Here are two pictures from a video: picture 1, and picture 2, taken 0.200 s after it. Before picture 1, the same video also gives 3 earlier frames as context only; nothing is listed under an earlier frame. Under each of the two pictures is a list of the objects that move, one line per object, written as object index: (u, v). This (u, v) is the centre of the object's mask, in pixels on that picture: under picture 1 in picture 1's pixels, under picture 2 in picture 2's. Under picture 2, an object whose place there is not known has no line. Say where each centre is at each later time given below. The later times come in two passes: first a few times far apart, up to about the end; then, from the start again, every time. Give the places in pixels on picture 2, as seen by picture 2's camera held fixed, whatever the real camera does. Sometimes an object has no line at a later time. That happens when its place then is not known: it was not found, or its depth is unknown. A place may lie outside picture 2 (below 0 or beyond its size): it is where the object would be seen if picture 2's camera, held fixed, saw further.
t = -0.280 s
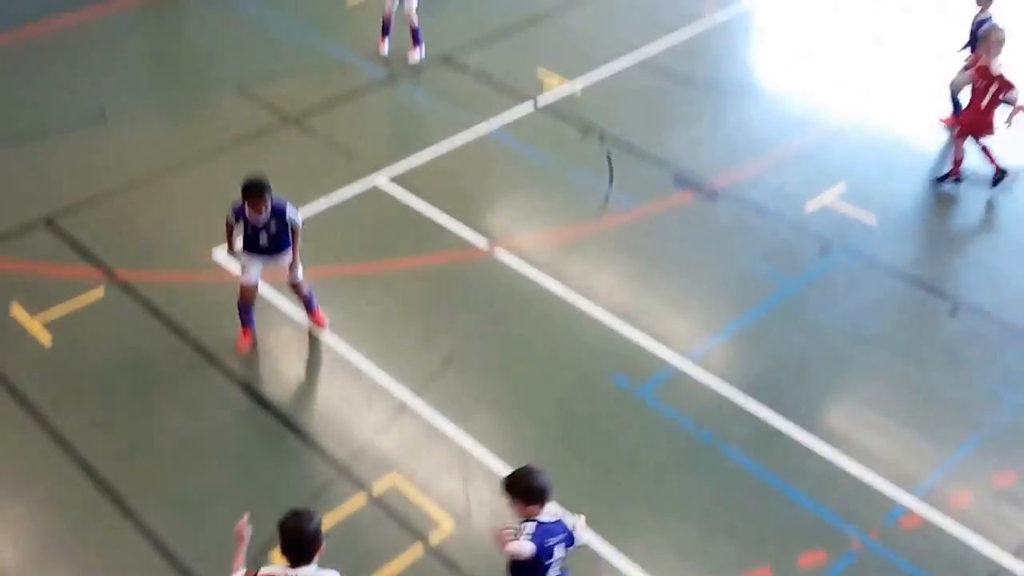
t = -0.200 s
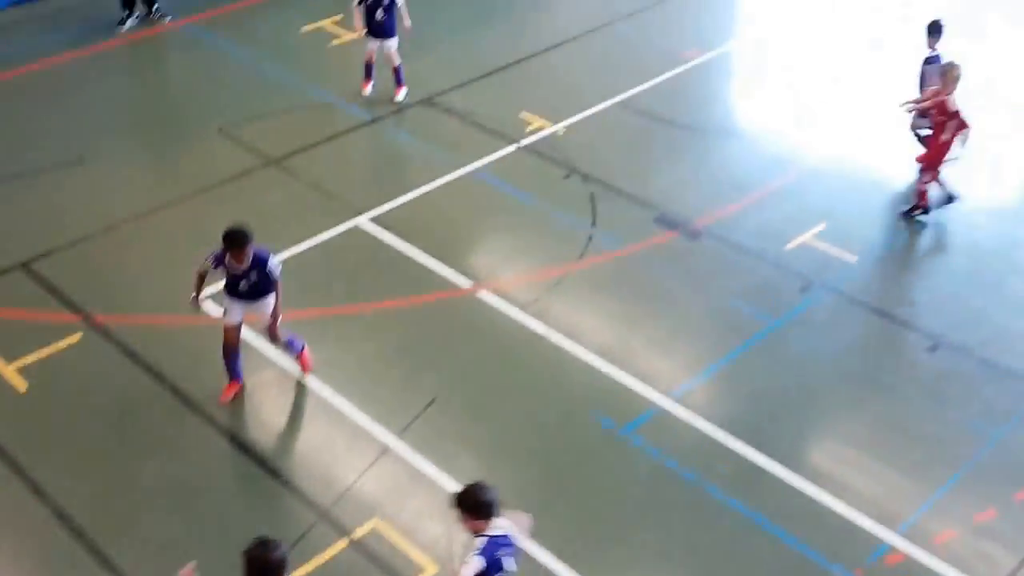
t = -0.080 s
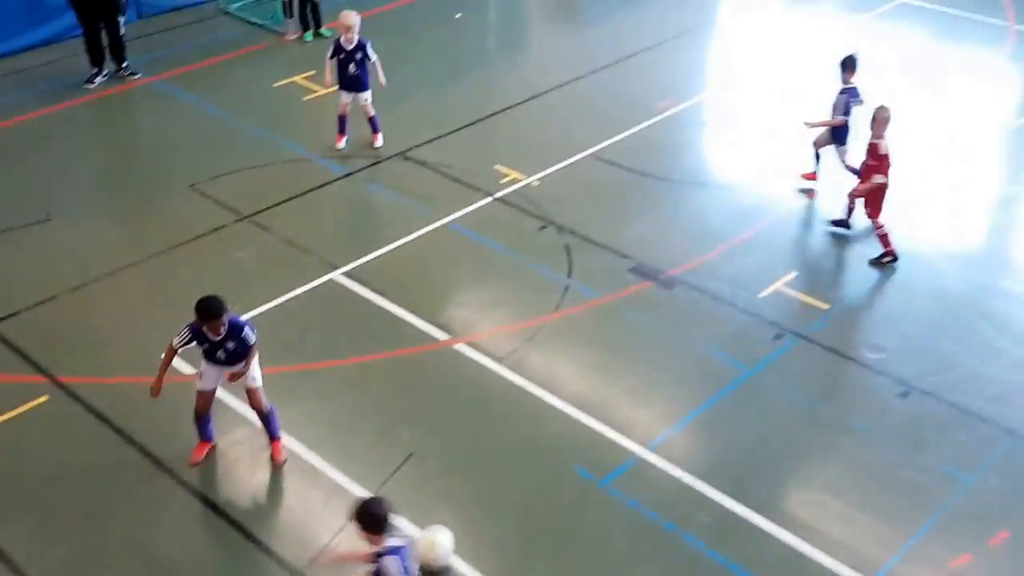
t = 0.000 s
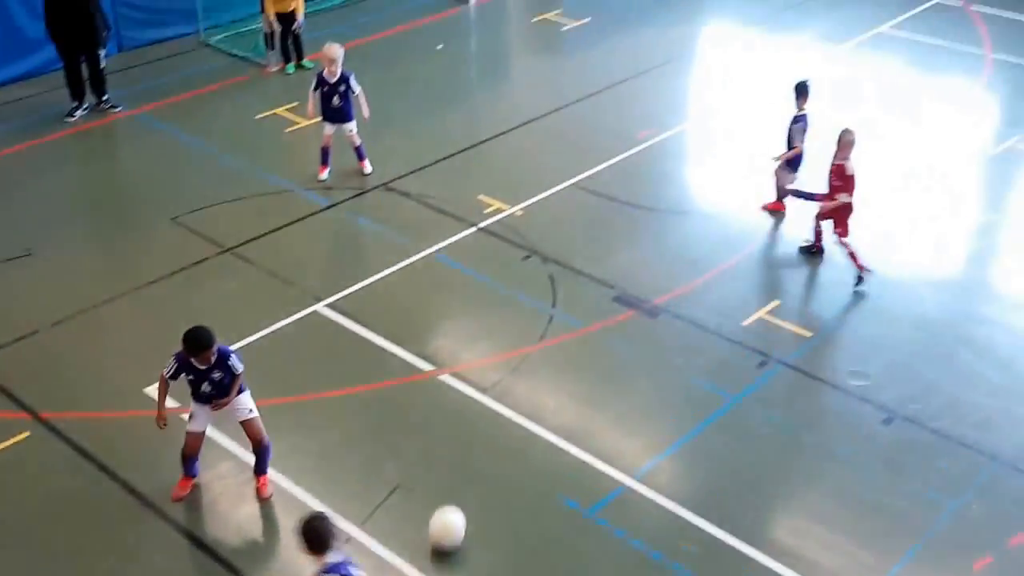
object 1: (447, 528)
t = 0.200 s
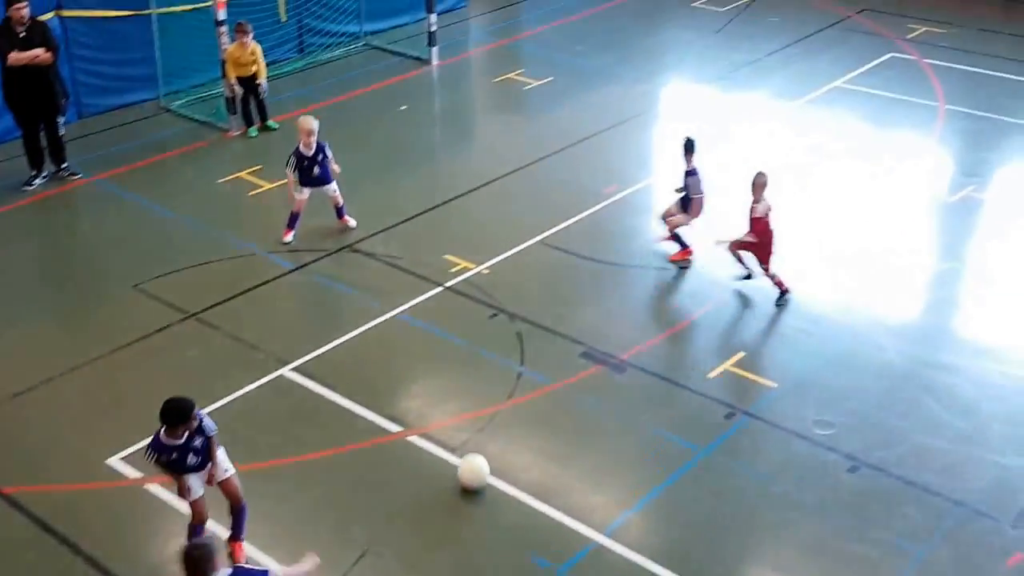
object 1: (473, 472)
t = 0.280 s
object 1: (492, 427)
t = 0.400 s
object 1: (509, 390)
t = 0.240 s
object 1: (486, 442)
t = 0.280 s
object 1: (492, 427)
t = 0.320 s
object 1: (499, 414)
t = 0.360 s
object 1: (504, 402)
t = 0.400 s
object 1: (509, 390)
